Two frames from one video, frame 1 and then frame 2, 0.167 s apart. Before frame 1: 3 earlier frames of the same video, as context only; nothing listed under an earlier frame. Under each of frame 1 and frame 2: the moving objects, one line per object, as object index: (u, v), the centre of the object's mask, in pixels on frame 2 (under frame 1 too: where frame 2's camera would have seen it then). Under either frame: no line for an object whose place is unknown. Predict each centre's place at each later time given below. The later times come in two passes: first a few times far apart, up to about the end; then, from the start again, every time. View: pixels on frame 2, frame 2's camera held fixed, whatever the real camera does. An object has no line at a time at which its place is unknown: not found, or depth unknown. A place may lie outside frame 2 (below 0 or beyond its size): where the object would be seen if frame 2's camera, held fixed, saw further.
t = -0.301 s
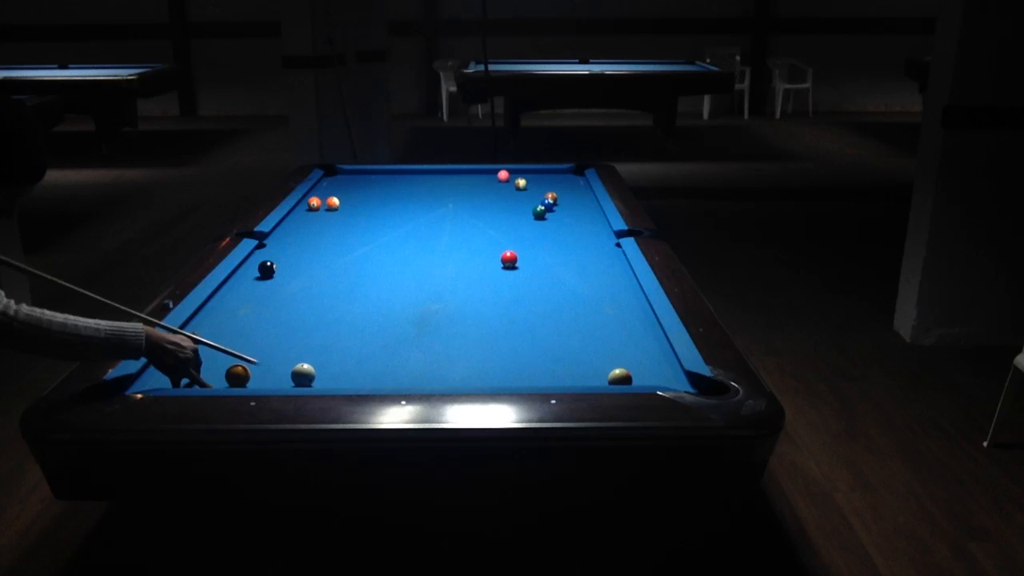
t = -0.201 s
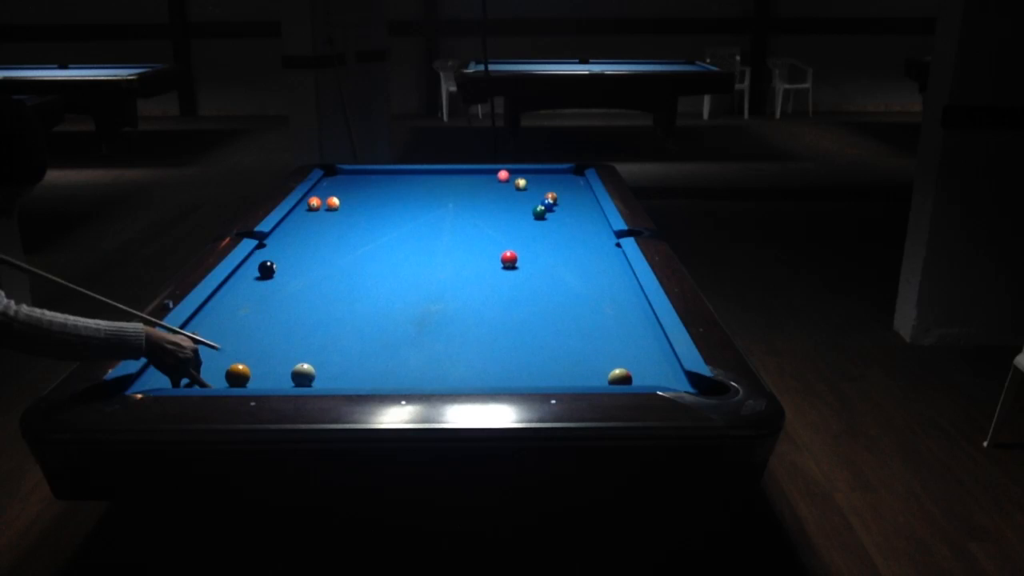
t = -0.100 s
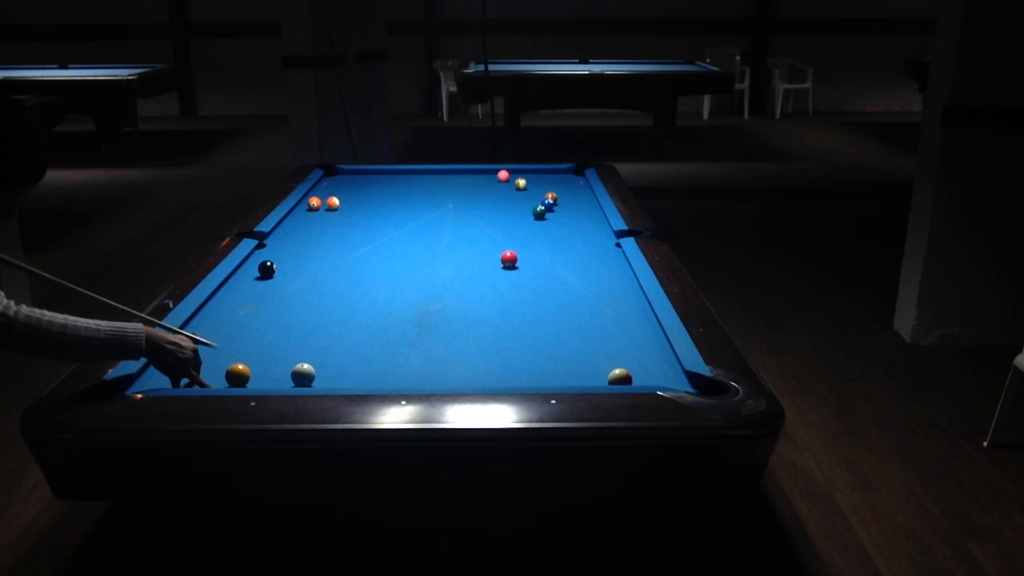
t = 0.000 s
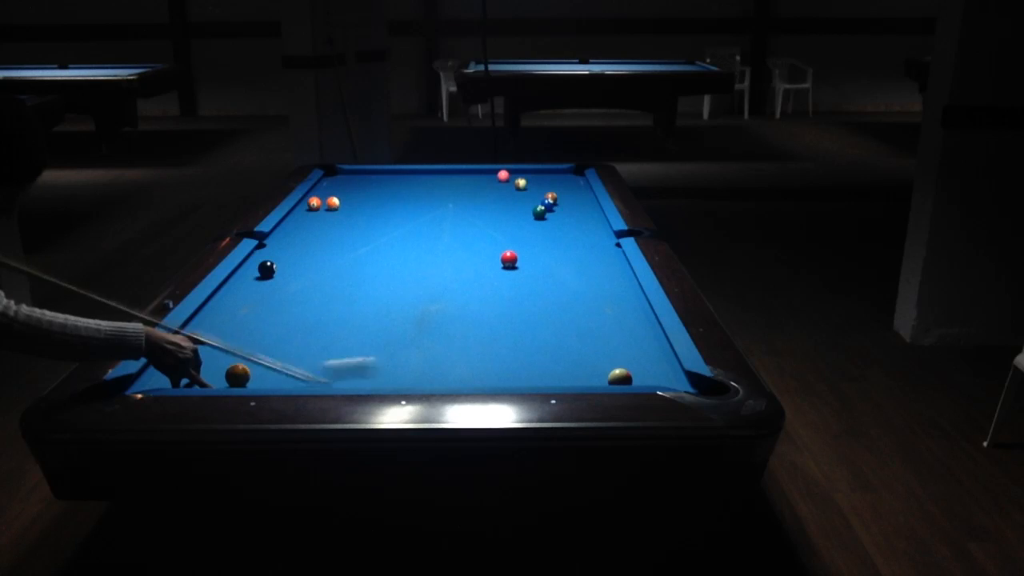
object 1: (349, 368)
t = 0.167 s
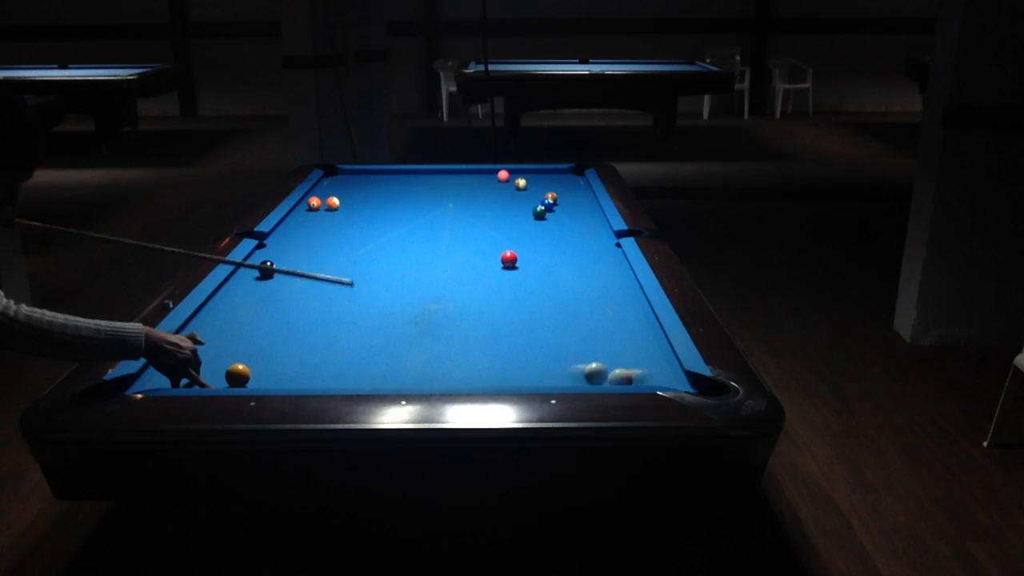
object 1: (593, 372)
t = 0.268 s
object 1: (598, 373)
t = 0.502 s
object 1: (580, 367)
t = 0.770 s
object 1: (556, 359)
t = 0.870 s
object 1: (549, 356)
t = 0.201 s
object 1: (597, 372)
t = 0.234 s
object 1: (598, 373)
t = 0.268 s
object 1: (598, 373)
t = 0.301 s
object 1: (598, 372)
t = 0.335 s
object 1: (595, 372)
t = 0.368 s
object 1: (593, 371)
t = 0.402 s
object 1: (589, 370)
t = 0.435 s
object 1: (586, 369)
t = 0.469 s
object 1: (583, 368)
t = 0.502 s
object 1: (580, 367)
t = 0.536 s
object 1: (577, 365)
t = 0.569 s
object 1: (574, 364)
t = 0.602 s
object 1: (571, 363)
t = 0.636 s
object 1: (568, 363)
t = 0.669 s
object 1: (565, 361)
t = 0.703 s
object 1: (562, 361)
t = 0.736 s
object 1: (559, 360)
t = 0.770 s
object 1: (556, 359)
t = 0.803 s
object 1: (553, 358)
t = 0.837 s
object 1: (551, 357)
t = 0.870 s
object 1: (549, 356)
